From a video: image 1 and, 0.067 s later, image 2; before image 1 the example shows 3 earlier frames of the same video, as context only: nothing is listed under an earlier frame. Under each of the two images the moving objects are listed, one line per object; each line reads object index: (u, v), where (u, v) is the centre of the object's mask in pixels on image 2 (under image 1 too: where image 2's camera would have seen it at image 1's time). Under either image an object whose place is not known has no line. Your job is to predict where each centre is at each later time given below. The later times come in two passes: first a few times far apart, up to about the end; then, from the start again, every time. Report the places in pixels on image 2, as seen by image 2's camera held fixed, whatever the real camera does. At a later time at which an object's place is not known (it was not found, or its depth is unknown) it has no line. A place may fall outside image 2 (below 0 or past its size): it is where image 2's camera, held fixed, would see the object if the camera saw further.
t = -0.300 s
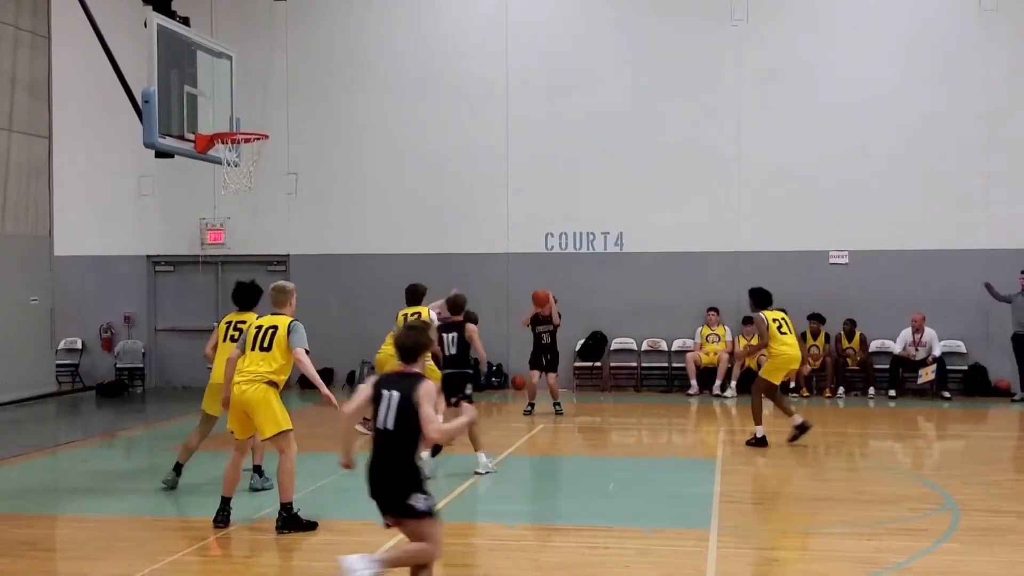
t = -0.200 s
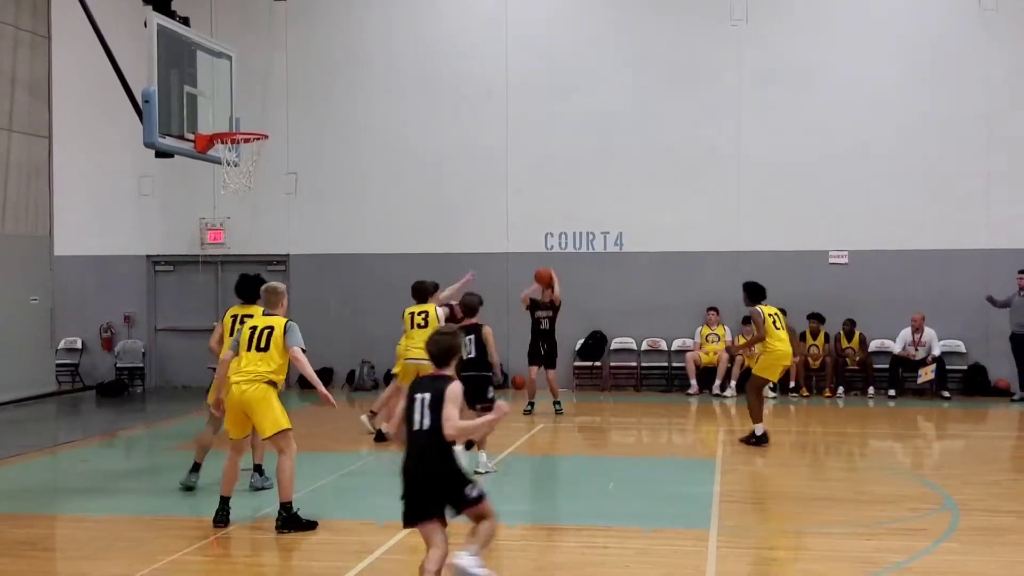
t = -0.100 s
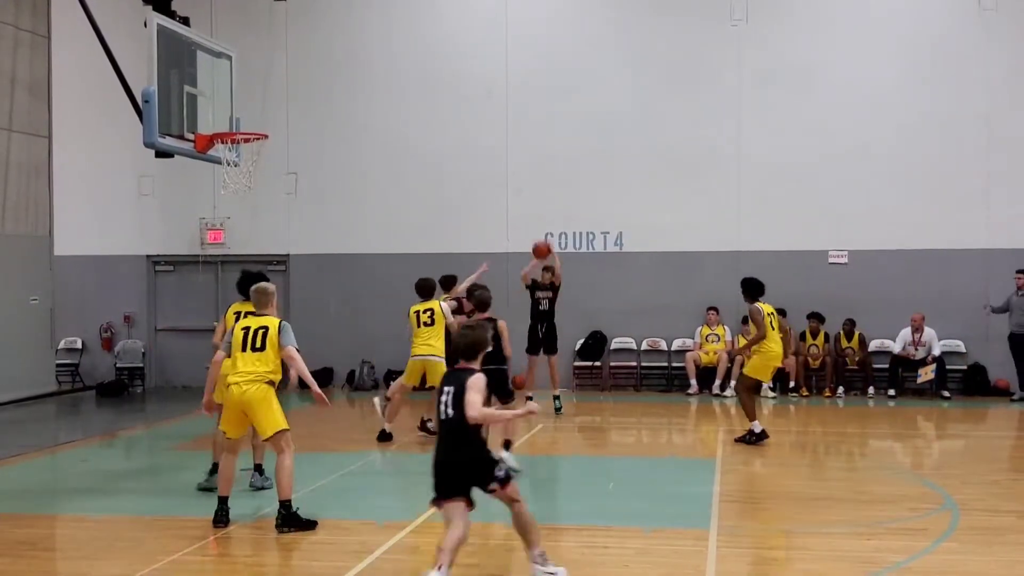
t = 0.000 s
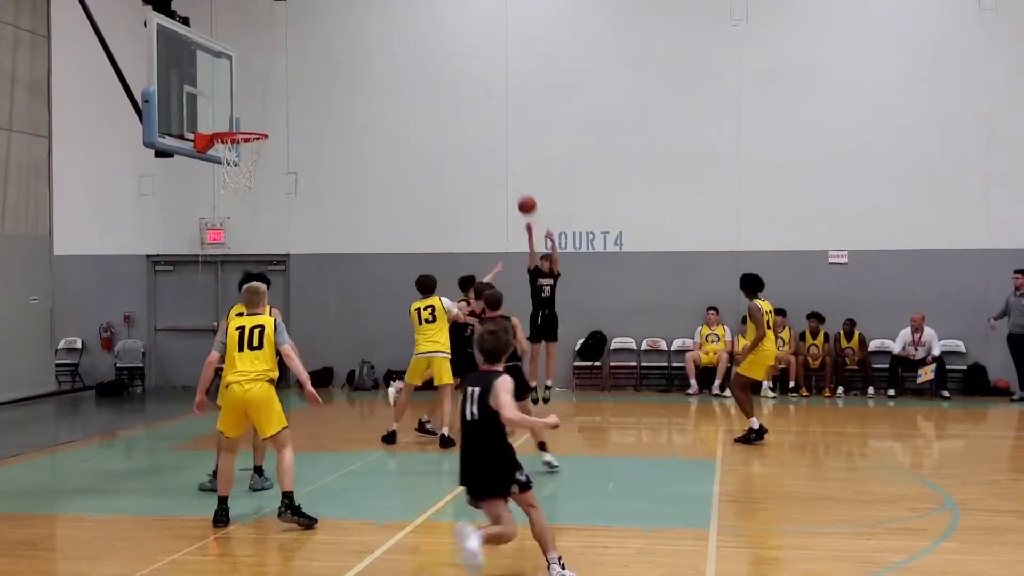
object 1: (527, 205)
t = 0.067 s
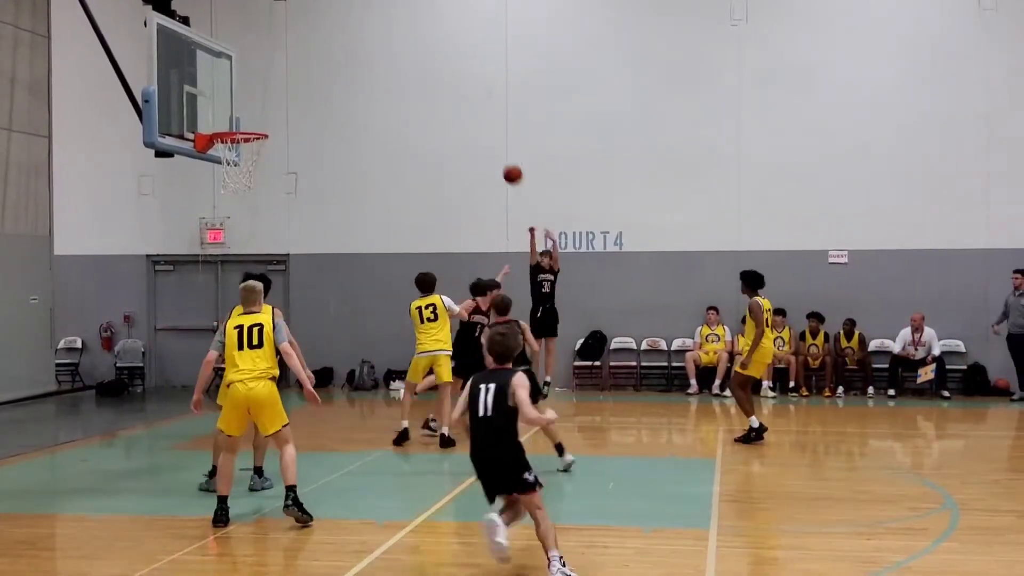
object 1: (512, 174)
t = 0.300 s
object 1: (458, 85)
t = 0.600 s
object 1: (376, 24)
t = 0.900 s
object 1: (279, 42)
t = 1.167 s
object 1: (199, 130)
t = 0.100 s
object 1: (505, 159)
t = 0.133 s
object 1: (497, 145)
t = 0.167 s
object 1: (490, 132)
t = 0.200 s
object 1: (482, 119)
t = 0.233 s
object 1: (474, 107)
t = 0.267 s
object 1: (466, 96)
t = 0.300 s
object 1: (458, 85)
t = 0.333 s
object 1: (449, 76)
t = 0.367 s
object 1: (441, 66)
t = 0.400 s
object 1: (432, 58)
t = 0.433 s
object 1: (423, 50)
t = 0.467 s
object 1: (414, 43)
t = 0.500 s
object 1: (405, 37)
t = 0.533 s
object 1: (395, 32)
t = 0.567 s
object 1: (386, 28)
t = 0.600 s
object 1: (376, 24)
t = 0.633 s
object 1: (366, 22)
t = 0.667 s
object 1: (356, 21)
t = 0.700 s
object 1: (345, 20)
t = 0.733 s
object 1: (334, 21)
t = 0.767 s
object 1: (324, 23)
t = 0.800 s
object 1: (313, 26)
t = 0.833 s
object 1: (302, 30)
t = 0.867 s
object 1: (291, 35)
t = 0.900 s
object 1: (279, 42)
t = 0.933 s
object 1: (267, 50)
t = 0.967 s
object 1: (256, 59)
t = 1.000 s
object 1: (243, 70)
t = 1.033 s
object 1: (231, 82)
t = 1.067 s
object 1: (217, 95)
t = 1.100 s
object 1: (204, 110)
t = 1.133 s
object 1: (199, 124)
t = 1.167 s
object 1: (199, 130)
